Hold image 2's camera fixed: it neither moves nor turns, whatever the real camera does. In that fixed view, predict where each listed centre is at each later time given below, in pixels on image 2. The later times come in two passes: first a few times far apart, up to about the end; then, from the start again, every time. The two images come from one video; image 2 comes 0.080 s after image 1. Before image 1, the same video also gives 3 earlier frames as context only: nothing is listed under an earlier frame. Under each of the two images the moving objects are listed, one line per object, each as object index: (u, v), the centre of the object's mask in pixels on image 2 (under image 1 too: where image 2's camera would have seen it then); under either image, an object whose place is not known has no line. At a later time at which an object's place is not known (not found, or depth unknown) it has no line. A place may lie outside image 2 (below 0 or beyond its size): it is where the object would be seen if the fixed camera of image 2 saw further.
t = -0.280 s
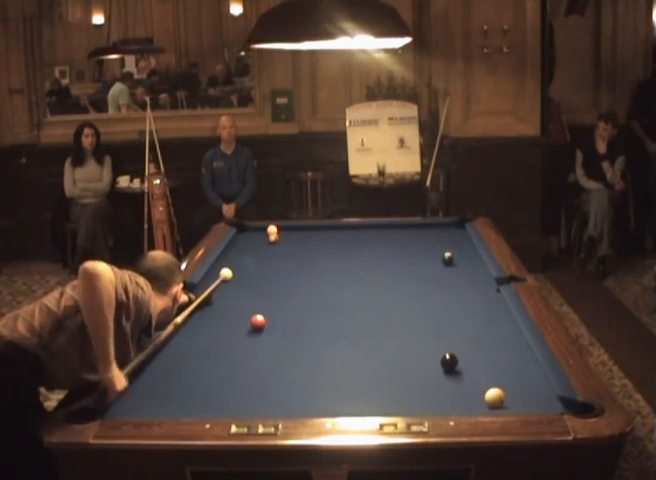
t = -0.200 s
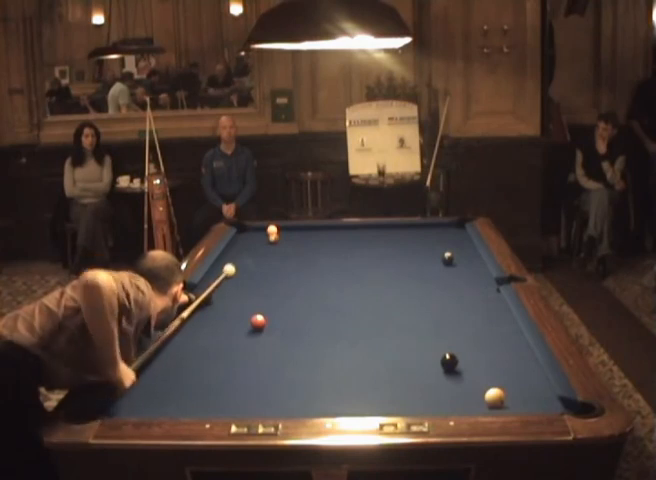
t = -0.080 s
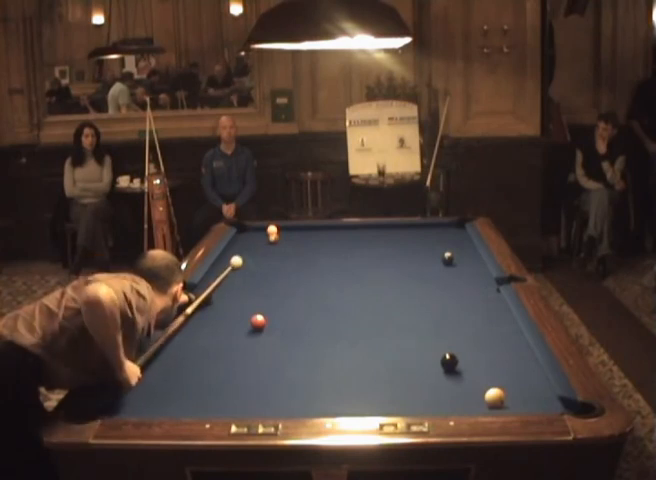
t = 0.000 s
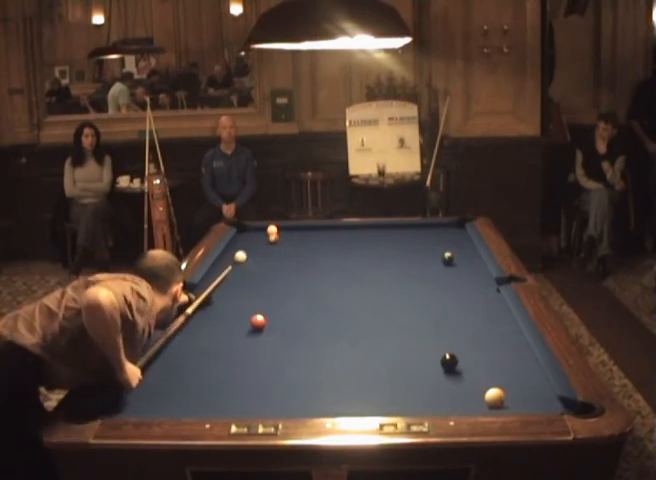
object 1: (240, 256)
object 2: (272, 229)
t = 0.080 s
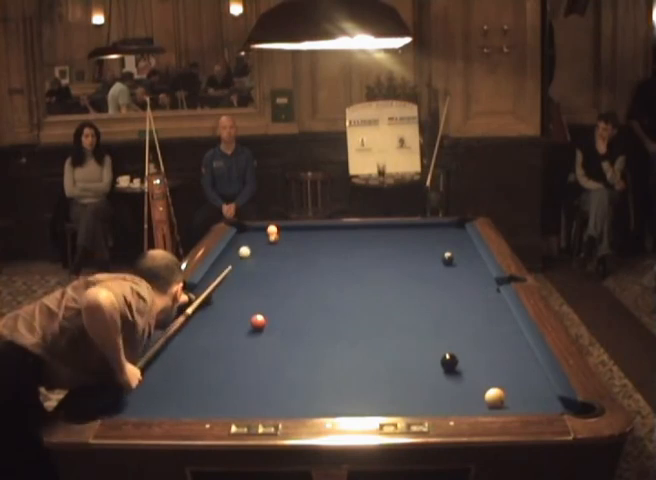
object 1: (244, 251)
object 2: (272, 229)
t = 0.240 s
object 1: (251, 243)
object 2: (272, 229)
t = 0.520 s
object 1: (261, 229)
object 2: (274, 229)
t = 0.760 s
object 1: (253, 231)
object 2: (284, 228)
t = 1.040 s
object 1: (242, 238)
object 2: (297, 227)
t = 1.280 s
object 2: (306, 226)
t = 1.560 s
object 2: (314, 226)
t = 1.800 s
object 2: (320, 226)
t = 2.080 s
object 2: (326, 226)
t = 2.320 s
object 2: (331, 226)
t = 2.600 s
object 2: (335, 226)
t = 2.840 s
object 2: (338, 226)
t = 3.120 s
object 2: (340, 226)
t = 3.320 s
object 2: (341, 226)
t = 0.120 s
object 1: (246, 249)
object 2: (272, 229)
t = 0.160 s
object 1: (248, 247)
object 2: (272, 229)
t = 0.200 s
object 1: (250, 245)
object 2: (272, 229)
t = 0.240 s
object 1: (251, 243)
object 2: (272, 229)
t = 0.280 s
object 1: (253, 241)
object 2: (272, 229)
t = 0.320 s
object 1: (255, 238)
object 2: (272, 229)
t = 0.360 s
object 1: (257, 237)
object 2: (272, 229)
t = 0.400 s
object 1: (258, 234)
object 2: (272, 229)
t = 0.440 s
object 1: (260, 233)
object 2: (273, 229)
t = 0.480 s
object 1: (261, 231)
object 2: (273, 229)
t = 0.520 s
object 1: (261, 229)
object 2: (274, 229)
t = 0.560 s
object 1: (260, 228)
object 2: (276, 229)
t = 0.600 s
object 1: (259, 227)
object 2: (278, 229)
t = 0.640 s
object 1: (257, 229)
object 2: (280, 229)
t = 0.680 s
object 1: (256, 230)
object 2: (281, 229)
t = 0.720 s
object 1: (255, 231)
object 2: (283, 228)
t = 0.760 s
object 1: (253, 231)
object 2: (284, 228)
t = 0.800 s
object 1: (251, 232)
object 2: (287, 228)
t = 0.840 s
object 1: (250, 233)
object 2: (288, 228)
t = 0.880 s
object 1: (248, 234)
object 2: (290, 227)
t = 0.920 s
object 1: (247, 235)
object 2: (292, 227)
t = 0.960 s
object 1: (245, 236)
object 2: (294, 227)
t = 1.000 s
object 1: (243, 237)
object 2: (295, 227)
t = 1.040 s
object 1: (242, 238)
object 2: (297, 227)
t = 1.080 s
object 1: (240, 239)
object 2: (298, 227)
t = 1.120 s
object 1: (238, 240)
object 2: (300, 226)
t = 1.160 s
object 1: (237, 241)
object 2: (301, 226)
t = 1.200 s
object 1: (235, 242)
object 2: (303, 226)
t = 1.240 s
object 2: (304, 226)
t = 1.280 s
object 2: (306, 226)
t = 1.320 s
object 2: (307, 226)
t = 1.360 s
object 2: (309, 226)
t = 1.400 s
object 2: (310, 226)
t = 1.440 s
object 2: (311, 226)
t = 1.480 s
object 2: (312, 226)
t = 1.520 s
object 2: (313, 226)
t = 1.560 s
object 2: (314, 226)
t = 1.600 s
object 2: (316, 226)
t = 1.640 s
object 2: (316, 226)
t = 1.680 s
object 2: (317, 226)
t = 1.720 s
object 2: (318, 226)
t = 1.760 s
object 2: (319, 226)
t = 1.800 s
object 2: (320, 226)
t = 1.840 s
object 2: (321, 226)
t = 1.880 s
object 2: (322, 226)
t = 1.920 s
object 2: (323, 226)
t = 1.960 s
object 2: (324, 226)
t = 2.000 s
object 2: (325, 226)
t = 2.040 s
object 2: (325, 226)
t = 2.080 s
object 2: (326, 226)
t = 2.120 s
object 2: (327, 226)
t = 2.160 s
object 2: (328, 226)
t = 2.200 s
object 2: (328, 226)
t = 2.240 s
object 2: (329, 226)
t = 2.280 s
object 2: (330, 226)
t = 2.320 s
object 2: (331, 226)
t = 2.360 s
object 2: (331, 226)
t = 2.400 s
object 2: (332, 226)
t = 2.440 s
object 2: (333, 226)
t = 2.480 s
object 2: (333, 226)
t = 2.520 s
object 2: (334, 226)
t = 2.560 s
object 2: (334, 226)
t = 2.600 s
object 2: (335, 226)
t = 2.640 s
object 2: (335, 226)
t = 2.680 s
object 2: (336, 226)
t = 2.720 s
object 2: (336, 226)
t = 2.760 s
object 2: (337, 226)
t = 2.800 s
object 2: (337, 226)
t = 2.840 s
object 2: (338, 226)
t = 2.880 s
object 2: (338, 226)
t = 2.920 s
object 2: (338, 226)
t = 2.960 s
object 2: (339, 226)
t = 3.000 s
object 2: (339, 226)
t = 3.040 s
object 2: (339, 226)
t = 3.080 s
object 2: (339, 226)
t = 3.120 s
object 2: (340, 226)
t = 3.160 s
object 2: (340, 226)
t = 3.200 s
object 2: (340, 226)
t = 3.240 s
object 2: (340, 226)
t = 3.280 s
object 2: (341, 227)
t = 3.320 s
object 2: (341, 226)
